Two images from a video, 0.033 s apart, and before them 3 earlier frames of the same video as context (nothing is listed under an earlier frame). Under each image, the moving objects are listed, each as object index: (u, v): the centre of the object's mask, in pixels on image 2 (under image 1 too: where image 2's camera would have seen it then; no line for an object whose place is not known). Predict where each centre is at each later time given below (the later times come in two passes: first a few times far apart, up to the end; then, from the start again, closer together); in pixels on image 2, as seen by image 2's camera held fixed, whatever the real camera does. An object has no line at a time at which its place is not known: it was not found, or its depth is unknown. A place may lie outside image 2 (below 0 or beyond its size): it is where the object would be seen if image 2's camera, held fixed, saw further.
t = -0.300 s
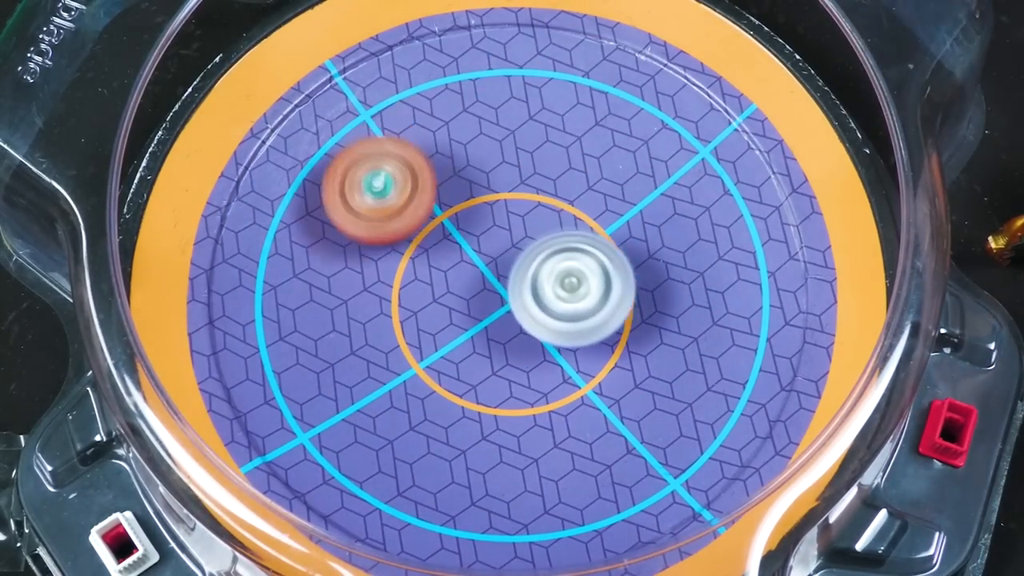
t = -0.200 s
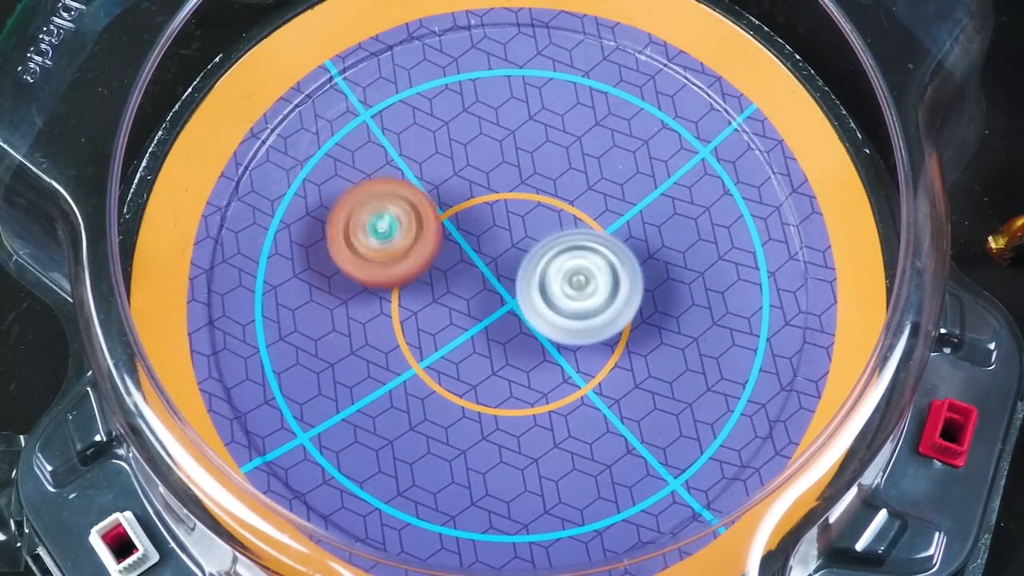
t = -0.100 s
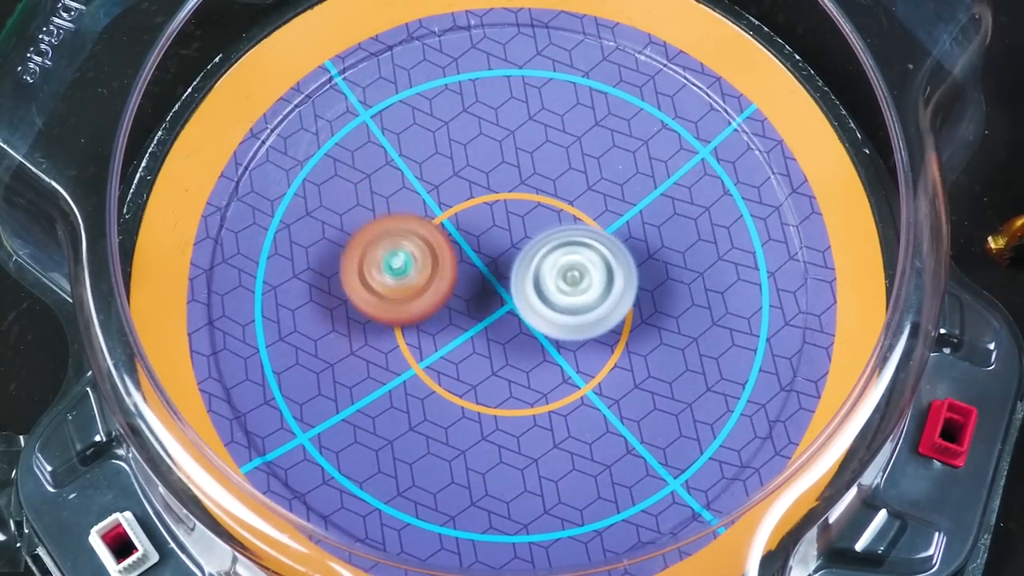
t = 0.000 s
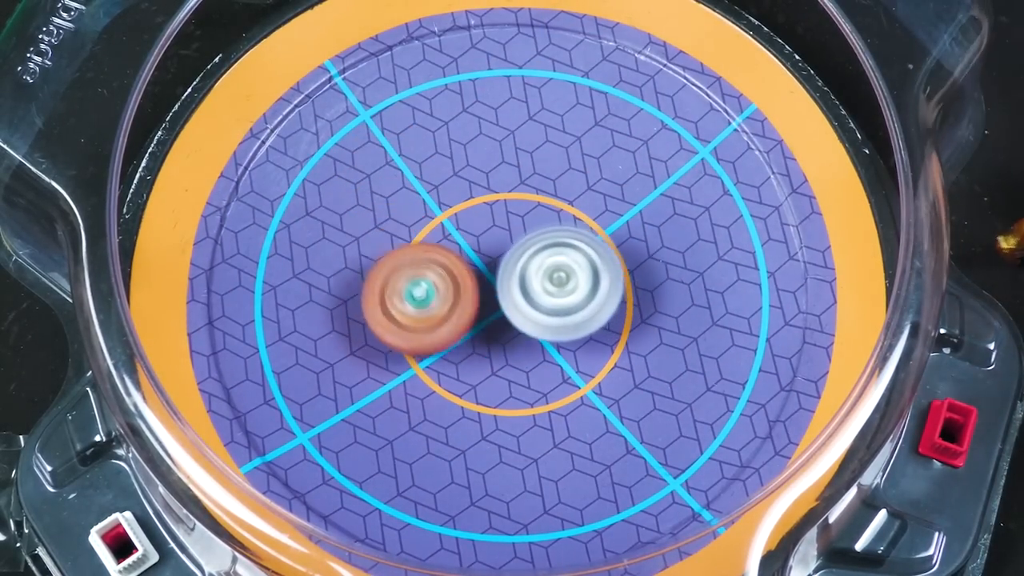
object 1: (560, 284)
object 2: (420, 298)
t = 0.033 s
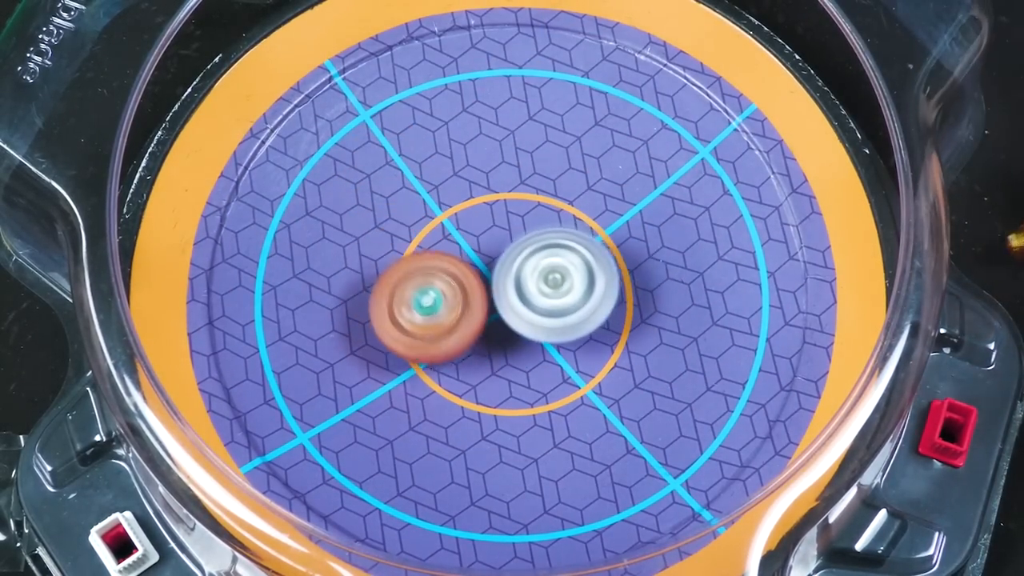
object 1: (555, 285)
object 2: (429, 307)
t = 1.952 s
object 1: (402, 268)
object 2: (552, 272)
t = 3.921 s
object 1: (496, 171)
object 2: (574, 330)
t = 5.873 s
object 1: (628, 249)
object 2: (444, 262)
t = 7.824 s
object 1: (395, 327)
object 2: (533, 206)
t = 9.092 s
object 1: (531, 186)
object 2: (504, 305)
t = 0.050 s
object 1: (557, 286)
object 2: (429, 311)
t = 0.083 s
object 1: (561, 288)
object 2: (430, 319)
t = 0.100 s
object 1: (564, 288)
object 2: (433, 322)
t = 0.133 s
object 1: (567, 288)
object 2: (439, 329)
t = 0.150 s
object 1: (568, 287)
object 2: (443, 333)
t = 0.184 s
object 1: (568, 285)
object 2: (451, 339)
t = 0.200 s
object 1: (567, 284)
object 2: (455, 342)
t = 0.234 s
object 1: (568, 281)
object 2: (459, 349)
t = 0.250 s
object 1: (568, 280)
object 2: (462, 351)
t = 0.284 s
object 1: (567, 276)
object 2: (469, 356)
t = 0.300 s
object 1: (569, 272)
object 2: (468, 361)
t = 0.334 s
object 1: (572, 264)
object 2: (469, 367)
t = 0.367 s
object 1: (570, 257)
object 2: (472, 372)
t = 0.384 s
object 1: (568, 255)
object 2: (475, 374)
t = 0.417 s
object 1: (561, 250)
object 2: (483, 377)
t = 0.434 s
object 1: (558, 248)
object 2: (488, 377)
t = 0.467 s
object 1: (548, 246)
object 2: (499, 379)
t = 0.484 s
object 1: (542, 245)
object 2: (504, 379)
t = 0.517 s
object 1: (531, 247)
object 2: (518, 379)
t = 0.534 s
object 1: (527, 248)
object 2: (525, 379)
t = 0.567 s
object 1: (518, 254)
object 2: (539, 377)
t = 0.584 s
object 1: (514, 257)
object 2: (545, 374)
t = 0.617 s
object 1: (507, 256)
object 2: (557, 380)
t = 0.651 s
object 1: (496, 236)
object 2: (569, 396)
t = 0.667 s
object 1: (490, 230)
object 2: (574, 401)
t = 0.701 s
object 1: (476, 223)
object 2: (583, 405)
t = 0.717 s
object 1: (469, 221)
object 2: (587, 404)
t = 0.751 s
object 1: (455, 221)
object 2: (596, 398)
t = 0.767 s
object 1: (448, 222)
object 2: (600, 393)
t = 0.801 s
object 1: (437, 229)
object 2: (605, 381)
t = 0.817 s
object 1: (433, 233)
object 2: (606, 374)
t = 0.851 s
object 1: (427, 242)
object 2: (604, 360)
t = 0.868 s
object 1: (426, 247)
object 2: (603, 354)
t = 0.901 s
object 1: (424, 256)
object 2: (597, 342)
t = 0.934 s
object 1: (425, 266)
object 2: (591, 332)
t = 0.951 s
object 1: (427, 270)
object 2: (588, 327)
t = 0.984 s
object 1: (431, 278)
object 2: (582, 320)
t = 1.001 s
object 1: (433, 281)
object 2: (577, 317)
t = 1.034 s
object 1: (439, 286)
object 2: (566, 311)
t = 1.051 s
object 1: (436, 285)
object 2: (566, 310)
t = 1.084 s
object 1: (429, 285)
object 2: (568, 310)
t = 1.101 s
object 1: (428, 287)
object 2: (568, 311)
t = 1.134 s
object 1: (426, 290)
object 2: (568, 312)
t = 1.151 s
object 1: (426, 292)
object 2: (567, 313)
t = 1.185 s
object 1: (427, 296)
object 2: (564, 315)
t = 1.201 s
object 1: (429, 297)
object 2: (562, 315)
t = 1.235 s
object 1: (430, 300)
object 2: (559, 317)
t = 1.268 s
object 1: (423, 300)
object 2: (565, 320)
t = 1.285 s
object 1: (421, 300)
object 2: (568, 321)
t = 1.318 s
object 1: (420, 302)
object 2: (572, 321)
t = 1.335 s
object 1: (421, 303)
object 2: (573, 321)
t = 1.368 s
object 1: (423, 305)
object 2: (571, 320)
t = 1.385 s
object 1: (425, 305)
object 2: (570, 320)
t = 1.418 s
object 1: (429, 306)
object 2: (566, 318)
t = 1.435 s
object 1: (431, 306)
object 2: (562, 317)
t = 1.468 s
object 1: (432, 303)
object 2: (560, 316)
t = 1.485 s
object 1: (427, 300)
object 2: (566, 316)
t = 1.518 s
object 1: (421, 296)
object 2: (571, 316)
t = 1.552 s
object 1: (418, 294)
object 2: (573, 311)
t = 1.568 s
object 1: (417, 294)
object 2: (572, 308)
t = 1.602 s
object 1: (416, 292)
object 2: (571, 302)
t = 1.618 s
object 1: (415, 291)
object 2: (569, 299)
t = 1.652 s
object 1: (415, 289)
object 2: (566, 294)
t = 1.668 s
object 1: (415, 289)
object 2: (564, 291)
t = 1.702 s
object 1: (415, 286)
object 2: (560, 287)
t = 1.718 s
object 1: (416, 286)
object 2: (558, 285)
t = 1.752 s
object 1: (417, 283)
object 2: (553, 281)
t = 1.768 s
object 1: (418, 282)
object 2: (551, 280)
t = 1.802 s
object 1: (420, 278)
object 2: (546, 277)
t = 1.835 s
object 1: (413, 273)
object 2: (550, 276)
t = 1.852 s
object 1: (409, 271)
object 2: (551, 275)
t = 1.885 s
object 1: (405, 269)
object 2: (552, 274)
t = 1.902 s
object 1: (404, 269)
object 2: (552, 273)
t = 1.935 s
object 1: (402, 269)
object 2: (552, 272)
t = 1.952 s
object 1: (402, 268)
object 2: (552, 272)
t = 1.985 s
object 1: (403, 268)
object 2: (551, 271)
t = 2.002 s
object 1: (404, 268)
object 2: (551, 270)
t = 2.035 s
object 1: (406, 267)
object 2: (550, 269)
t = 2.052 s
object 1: (406, 267)
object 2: (550, 269)
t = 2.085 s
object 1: (410, 266)
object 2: (549, 269)
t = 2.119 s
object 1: (414, 264)
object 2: (548, 268)
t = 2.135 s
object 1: (417, 263)
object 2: (548, 268)
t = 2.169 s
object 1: (422, 260)
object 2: (548, 268)
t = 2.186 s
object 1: (423, 258)
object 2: (549, 268)
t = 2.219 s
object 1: (423, 253)
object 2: (551, 268)
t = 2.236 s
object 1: (423, 250)
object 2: (551, 268)
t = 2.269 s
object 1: (425, 246)
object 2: (551, 268)
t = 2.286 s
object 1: (425, 245)
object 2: (551, 267)
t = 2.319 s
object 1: (427, 241)
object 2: (550, 267)
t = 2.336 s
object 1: (428, 240)
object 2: (550, 267)
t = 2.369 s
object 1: (429, 237)
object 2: (550, 267)
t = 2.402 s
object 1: (429, 234)
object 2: (550, 267)
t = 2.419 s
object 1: (428, 232)
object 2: (551, 268)
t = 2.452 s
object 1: (428, 229)
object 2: (551, 267)
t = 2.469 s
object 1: (429, 229)
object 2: (550, 267)
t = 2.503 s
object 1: (430, 227)
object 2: (550, 267)
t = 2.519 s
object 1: (431, 227)
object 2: (550, 268)
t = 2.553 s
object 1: (433, 226)
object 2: (550, 268)
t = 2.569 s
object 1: (433, 225)
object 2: (550, 269)
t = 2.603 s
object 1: (433, 223)
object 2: (551, 271)
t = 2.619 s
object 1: (434, 222)
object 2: (551, 271)
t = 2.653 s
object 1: (436, 221)
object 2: (551, 272)
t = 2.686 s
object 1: (439, 221)
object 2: (551, 272)
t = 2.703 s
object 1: (440, 220)
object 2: (551, 273)
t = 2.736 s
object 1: (439, 217)
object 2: (554, 276)
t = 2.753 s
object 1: (439, 216)
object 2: (555, 278)
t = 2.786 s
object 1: (439, 214)
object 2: (556, 279)
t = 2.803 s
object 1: (440, 214)
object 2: (556, 280)
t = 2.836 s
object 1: (443, 214)
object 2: (557, 281)
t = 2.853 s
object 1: (444, 215)
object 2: (557, 281)
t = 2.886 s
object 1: (447, 215)
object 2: (557, 282)
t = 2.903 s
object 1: (450, 216)
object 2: (557, 283)
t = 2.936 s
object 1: (454, 216)
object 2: (556, 284)
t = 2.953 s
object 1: (456, 215)
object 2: (556, 286)
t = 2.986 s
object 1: (450, 204)
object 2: (566, 296)
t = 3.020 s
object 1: (446, 197)
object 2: (574, 305)
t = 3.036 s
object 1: (444, 195)
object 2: (576, 308)
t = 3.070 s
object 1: (440, 194)
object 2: (578, 313)
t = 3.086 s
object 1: (439, 194)
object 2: (578, 314)
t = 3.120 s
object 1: (436, 196)
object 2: (576, 315)
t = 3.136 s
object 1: (436, 197)
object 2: (573, 314)
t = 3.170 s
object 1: (436, 199)
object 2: (567, 309)
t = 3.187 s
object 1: (437, 201)
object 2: (563, 306)
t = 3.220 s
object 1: (438, 204)
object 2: (556, 298)
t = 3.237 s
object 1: (440, 206)
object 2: (553, 294)
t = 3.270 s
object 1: (444, 210)
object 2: (548, 288)
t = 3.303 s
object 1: (446, 210)
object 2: (547, 287)
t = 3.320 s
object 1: (442, 205)
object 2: (551, 293)
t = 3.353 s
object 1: (439, 199)
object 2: (561, 301)
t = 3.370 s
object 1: (438, 199)
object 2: (565, 304)
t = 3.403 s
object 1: (438, 200)
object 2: (572, 312)
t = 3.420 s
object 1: (438, 201)
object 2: (575, 316)
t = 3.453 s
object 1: (439, 202)
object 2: (582, 322)
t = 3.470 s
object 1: (440, 203)
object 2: (585, 324)
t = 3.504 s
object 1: (444, 207)
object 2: (592, 328)
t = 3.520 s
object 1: (446, 209)
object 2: (596, 331)
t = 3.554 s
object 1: (451, 212)
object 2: (603, 335)
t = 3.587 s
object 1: (457, 214)
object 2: (605, 335)
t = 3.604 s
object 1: (460, 215)
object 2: (605, 336)
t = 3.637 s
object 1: (467, 217)
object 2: (604, 334)
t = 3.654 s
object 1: (471, 218)
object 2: (602, 333)
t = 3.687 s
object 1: (479, 218)
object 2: (597, 329)
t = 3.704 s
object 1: (483, 218)
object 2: (594, 326)
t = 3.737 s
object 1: (490, 218)
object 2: (588, 321)
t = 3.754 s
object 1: (494, 218)
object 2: (584, 318)
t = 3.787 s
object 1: (501, 216)
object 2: (577, 310)
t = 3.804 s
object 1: (503, 212)
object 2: (576, 312)
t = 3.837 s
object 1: (501, 192)
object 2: (578, 321)
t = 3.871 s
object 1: (499, 180)
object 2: (577, 327)
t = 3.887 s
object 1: (499, 176)
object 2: (576, 329)
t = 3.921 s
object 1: (496, 171)
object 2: (574, 330)
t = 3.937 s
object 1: (495, 169)
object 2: (573, 331)
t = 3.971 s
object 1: (491, 167)
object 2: (570, 329)
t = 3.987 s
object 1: (489, 166)
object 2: (568, 329)
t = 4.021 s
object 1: (486, 167)
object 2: (564, 325)
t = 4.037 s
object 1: (484, 167)
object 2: (562, 323)
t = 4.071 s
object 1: (482, 170)
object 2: (557, 319)
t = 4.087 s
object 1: (482, 172)
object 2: (556, 317)
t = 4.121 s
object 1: (480, 176)
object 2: (552, 312)
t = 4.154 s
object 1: (481, 181)
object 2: (550, 308)
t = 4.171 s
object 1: (482, 184)
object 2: (548, 306)
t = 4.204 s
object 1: (484, 191)
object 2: (547, 302)
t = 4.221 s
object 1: (485, 194)
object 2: (546, 301)
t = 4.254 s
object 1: (489, 198)
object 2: (546, 301)
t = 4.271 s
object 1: (490, 198)
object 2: (547, 304)
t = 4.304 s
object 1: (492, 198)
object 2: (546, 311)
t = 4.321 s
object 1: (494, 199)
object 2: (544, 313)
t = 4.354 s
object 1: (496, 201)
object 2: (537, 318)
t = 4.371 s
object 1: (498, 202)
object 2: (532, 319)
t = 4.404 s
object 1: (501, 205)
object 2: (519, 321)
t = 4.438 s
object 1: (506, 199)
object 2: (503, 330)
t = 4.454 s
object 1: (507, 196)
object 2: (497, 334)
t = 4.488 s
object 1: (510, 192)
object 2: (486, 339)
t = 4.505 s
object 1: (511, 191)
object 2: (482, 340)
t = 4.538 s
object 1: (513, 188)
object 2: (477, 341)
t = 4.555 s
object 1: (514, 188)
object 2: (474, 341)
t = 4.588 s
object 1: (516, 186)
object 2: (472, 339)
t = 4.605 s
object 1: (517, 186)
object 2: (472, 338)
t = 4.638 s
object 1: (518, 186)
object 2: (472, 334)
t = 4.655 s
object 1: (519, 186)
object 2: (472, 332)
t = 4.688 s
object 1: (520, 187)
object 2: (473, 328)
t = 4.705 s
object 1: (520, 187)
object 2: (474, 325)
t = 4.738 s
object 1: (522, 189)
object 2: (475, 321)
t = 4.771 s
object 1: (523, 191)
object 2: (475, 317)
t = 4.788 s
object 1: (524, 193)
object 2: (476, 315)
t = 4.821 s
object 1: (526, 195)
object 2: (478, 311)
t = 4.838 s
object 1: (527, 197)
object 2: (478, 309)
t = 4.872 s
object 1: (529, 200)
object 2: (478, 307)
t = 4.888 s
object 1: (534, 198)
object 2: (476, 309)
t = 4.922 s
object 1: (542, 195)
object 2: (470, 312)
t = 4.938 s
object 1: (545, 194)
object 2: (468, 312)
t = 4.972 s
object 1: (548, 190)
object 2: (465, 312)
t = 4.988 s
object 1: (549, 189)
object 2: (464, 311)
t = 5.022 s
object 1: (552, 187)
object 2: (463, 308)
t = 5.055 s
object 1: (554, 186)
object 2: (462, 306)
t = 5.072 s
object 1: (554, 185)
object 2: (462, 304)
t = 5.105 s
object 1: (554, 184)
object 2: (461, 301)
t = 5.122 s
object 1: (554, 184)
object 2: (461, 299)
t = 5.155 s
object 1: (554, 184)
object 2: (461, 296)
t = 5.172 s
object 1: (553, 184)
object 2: (462, 294)
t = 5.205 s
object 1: (552, 186)
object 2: (462, 291)
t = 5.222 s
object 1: (551, 188)
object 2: (463, 289)
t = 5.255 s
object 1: (549, 192)
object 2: (464, 286)
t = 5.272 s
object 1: (548, 195)
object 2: (464, 284)
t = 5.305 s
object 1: (550, 199)
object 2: (461, 283)
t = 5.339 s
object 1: (557, 199)
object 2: (454, 285)
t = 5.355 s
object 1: (560, 199)
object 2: (452, 284)
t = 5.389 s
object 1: (564, 201)
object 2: (451, 282)
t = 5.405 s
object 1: (566, 202)
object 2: (451, 281)
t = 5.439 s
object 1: (569, 205)
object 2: (451, 279)
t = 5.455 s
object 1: (570, 206)
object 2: (452, 278)
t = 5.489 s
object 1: (572, 210)
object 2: (452, 275)
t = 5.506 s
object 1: (573, 212)
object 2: (453, 274)
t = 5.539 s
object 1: (575, 215)
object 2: (454, 272)
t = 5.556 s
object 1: (575, 218)
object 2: (454, 270)
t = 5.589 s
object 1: (576, 223)
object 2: (456, 268)
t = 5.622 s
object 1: (576, 229)
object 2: (458, 266)
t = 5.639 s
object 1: (577, 233)
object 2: (457, 265)
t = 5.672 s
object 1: (593, 238)
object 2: (446, 262)
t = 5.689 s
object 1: (600, 239)
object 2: (442, 262)
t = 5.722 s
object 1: (610, 242)
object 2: (437, 261)
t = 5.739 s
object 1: (613, 243)
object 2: (436, 261)
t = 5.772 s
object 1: (619, 244)
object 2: (435, 260)
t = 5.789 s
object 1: (622, 245)
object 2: (436, 260)
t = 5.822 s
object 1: (625, 246)
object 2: (438, 260)
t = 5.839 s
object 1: (626, 247)
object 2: (440, 261)
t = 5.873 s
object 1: (628, 249)
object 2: (444, 262)
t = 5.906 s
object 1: (628, 251)
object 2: (448, 263)
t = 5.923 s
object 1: (629, 252)
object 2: (451, 264)
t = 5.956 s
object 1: (627, 255)
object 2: (456, 265)
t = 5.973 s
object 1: (626, 257)
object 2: (458, 266)
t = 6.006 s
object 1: (622, 261)
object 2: (463, 267)
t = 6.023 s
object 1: (620, 264)
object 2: (465, 268)
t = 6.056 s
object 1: (615, 270)
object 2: (470, 270)
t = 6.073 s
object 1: (613, 273)
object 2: (472, 270)
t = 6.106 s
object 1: (609, 280)
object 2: (475, 271)
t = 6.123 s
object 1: (607, 283)
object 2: (477, 272)
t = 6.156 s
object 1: (603, 290)
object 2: (480, 272)
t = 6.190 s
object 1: (608, 301)
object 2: (477, 269)
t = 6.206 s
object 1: (612, 307)
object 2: (473, 266)
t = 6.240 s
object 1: (617, 314)
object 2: (471, 263)
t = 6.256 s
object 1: (620, 318)
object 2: (471, 262)
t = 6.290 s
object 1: (626, 322)
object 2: (472, 261)
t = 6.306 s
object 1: (628, 324)
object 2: (473, 261)
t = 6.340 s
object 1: (632, 327)
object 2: (476, 261)
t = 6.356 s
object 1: (634, 328)
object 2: (478, 261)
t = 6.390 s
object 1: (636, 331)
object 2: (480, 261)
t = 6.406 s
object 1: (637, 332)
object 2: (482, 261)
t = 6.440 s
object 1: (638, 332)
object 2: (485, 261)
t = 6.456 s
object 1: (638, 333)
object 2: (487, 261)
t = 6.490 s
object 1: (637, 332)
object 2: (490, 261)
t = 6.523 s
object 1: (634, 332)
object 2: (493, 262)
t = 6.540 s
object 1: (631, 332)
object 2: (495, 262)
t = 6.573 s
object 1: (625, 330)
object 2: (498, 262)
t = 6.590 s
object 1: (622, 329)
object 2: (500, 263)
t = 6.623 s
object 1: (614, 328)
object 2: (502, 263)
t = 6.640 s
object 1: (610, 327)
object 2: (504, 264)
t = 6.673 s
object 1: (604, 329)
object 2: (505, 261)
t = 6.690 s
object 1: (601, 331)
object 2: (504, 259)
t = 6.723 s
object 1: (598, 337)
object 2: (502, 255)
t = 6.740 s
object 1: (596, 339)
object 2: (502, 253)
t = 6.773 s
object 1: (591, 343)
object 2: (502, 252)
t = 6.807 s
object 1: (586, 346)
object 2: (503, 252)
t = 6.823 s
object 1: (583, 348)
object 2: (503, 252)
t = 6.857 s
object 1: (576, 349)
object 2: (504, 252)
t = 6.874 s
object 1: (572, 350)
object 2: (504, 252)
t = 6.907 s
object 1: (565, 351)
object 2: (504, 252)
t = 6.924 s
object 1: (562, 351)
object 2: (504, 251)
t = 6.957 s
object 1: (558, 368)
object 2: (504, 239)
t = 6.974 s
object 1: (557, 376)
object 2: (502, 231)
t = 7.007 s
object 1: (554, 386)
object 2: (502, 219)
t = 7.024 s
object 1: (554, 389)
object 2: (501, 214)
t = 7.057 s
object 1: (552, 395)
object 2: (500, 211)
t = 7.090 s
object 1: (549, 398)
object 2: (499, 209)
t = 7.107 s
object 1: (548, 400)
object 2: (498, 209)
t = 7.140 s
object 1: (546, 402)
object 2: (498, 208)
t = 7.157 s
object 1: (544, 402)
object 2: (497, 207)
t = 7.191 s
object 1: (540, 403)
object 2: (496, 207)
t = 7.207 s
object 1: (539, 403)
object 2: (496, 207)
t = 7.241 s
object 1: (534, 401)
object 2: (495, 207)
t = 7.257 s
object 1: (532, 400)
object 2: (495, 207)
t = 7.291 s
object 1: (527, 398)
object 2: (494, 207)
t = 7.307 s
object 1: (525, 396)
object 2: (494, 207)
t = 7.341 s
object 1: (520, 391)
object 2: (494, 207)
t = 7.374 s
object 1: (513, 387)
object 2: (494, 208)
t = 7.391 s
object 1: (510, 384)
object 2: (494, 208)
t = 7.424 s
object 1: (504, 378)
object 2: (494, 208)
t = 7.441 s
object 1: (500, 374)
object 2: (494, 209)
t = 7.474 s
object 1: (493, 368)
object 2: (495, 211)
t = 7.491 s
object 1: (489, 363)
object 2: (495, 211)
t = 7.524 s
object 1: (481, 356)
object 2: (496, 213)
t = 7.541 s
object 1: (477, 353)
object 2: (496, 214)
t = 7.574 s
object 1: (470, 345)
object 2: (497, 216)
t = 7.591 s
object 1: (467, 341)
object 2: (498, 217)
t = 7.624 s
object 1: (460, 334)
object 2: (498, 219)
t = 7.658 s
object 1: (451, 327)
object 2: (500, 220)
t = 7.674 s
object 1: (442, 330)
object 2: (507, 216)
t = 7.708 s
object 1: (426, 333)
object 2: (519, 208)
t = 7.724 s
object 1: (420, 332)
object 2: (524, 206)
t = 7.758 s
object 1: (411, 331)
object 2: (530, 205)
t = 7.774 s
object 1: (407, 330)
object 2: (531, 205)
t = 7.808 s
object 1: (399, 328)
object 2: (533, 205)
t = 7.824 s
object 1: (395, 327)
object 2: (533, 206)
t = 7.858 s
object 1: (389, 325)
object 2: (534, 207)
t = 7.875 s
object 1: (386, 323)
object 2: (534, 207)
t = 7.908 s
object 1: (381, 319)
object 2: (535, 208)
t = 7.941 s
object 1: (377, 316)
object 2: (535, 210)
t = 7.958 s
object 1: (376, 314)
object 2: (536, 211)
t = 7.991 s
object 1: (374, 310)
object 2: (536, 213)
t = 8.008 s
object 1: (374, 308)
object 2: (536, 214)
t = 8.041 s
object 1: (373, 303)
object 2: (536, 217)
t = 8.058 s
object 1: (374, 300)
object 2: (536, 219)
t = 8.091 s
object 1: (375, 295)
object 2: (536, 222)
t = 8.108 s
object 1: (376, 291)
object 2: (536, 223)
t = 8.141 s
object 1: (379, 286)
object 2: (535, 226)
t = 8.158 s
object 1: (380, 283)
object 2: (535, 228)
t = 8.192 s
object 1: (384, 278)
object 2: (534, 231)
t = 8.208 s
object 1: (387, 275)
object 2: (533, 234)
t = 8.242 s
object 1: (391, 268)
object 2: (532, 237)
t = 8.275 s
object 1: (397, 262)
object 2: (531, 241)
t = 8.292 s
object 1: (400, 259)
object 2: (531, 242)
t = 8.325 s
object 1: (406, 252)
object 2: (530, 246)
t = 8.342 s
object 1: (407, 249)
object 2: (531, 248)
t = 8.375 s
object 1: (409, 242)
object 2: (534, 253)
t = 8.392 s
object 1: (411, 239)
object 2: (535, 256)
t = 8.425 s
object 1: (414, 232)
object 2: (537, 260)
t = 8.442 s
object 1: (415, 229)
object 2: (536, 262)
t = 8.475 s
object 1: (419, 223)
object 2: (536, 265)
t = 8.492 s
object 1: (421, 220)
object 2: (536, 267)
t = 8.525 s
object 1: (426, 215)
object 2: (535, 270)
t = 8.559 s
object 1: (428, 206)
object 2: (537, 277)
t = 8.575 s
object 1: (427, 202)
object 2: (539, 282)
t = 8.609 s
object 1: (428, 195)
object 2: (541, 288)
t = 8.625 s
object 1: (429, 192)
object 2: (541, 291)
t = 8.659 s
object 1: (433, 188)
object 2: (539, 295)
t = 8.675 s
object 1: (435, 186)
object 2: (539, 297)
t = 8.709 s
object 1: (440, 183)
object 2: (536, 300)
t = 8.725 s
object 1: (443, 182)
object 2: (535, 301)
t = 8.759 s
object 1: (449, 180)
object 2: (533, 302)
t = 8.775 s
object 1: (453, 179)
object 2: (532, 303)
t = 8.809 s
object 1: (459, 178)
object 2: (529, 304)
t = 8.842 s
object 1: (467, 178)
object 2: (527, 305)
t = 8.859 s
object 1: (471, 178)
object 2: (525, 306)
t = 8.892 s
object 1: (480, 179)
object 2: (523, 307)
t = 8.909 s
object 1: (484, 179)
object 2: (521, 307)
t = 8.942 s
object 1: (492, 180)
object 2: (519, 307)
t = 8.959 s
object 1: (497, 181)
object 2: (517, 308)
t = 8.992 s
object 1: (505, 183)
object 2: (514, 307)
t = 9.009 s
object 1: (510, 184)
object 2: (512, 308)
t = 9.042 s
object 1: (518, 184)
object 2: (509, 307)
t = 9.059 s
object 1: (522, 185)
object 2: (507, 307)
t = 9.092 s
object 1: (531, 186)
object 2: (504, 305)
